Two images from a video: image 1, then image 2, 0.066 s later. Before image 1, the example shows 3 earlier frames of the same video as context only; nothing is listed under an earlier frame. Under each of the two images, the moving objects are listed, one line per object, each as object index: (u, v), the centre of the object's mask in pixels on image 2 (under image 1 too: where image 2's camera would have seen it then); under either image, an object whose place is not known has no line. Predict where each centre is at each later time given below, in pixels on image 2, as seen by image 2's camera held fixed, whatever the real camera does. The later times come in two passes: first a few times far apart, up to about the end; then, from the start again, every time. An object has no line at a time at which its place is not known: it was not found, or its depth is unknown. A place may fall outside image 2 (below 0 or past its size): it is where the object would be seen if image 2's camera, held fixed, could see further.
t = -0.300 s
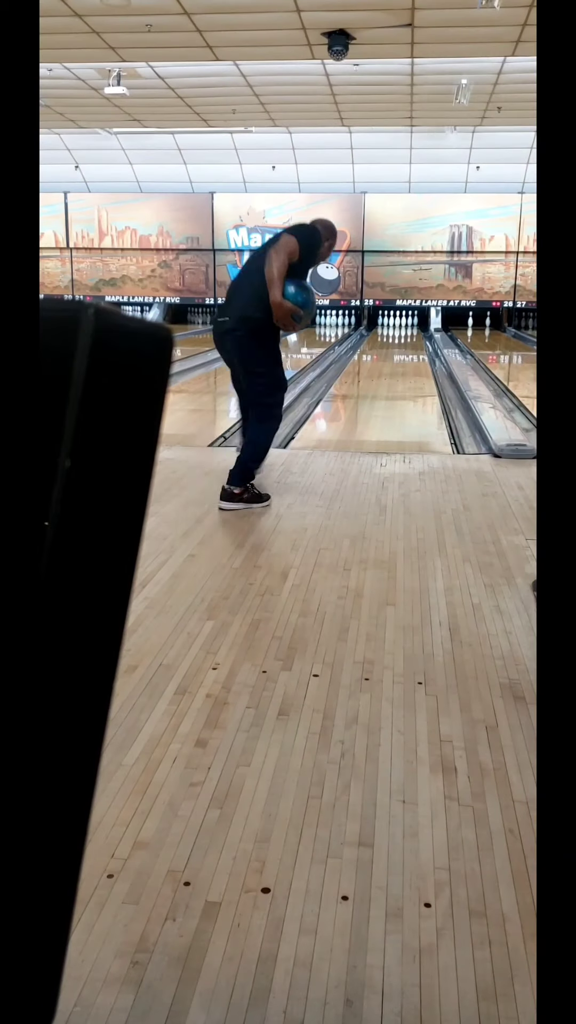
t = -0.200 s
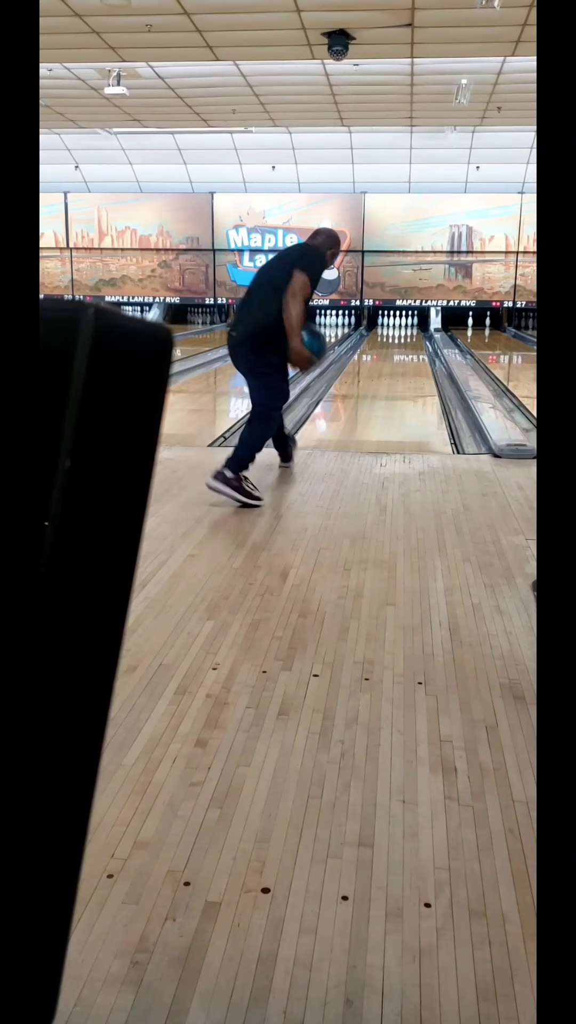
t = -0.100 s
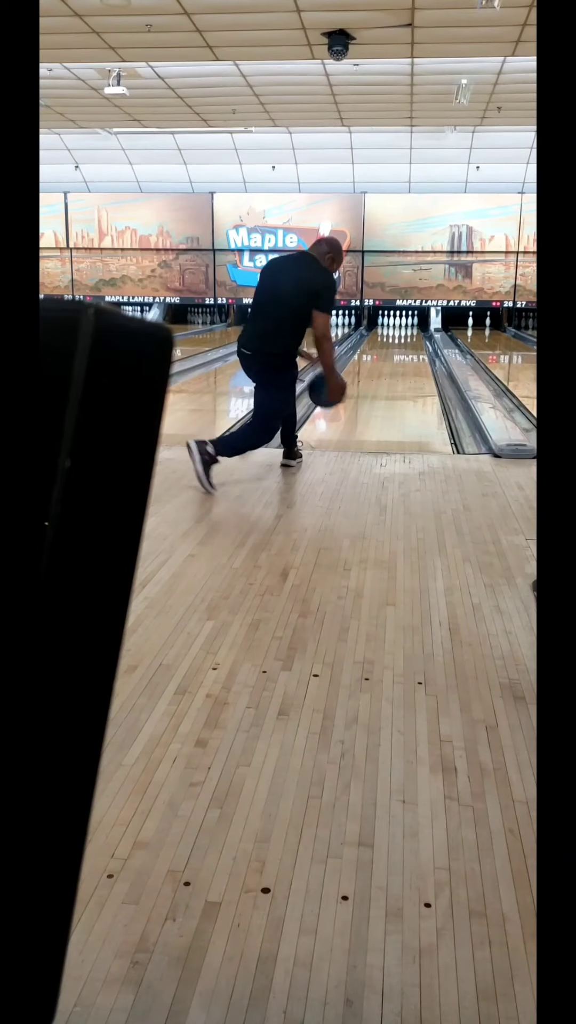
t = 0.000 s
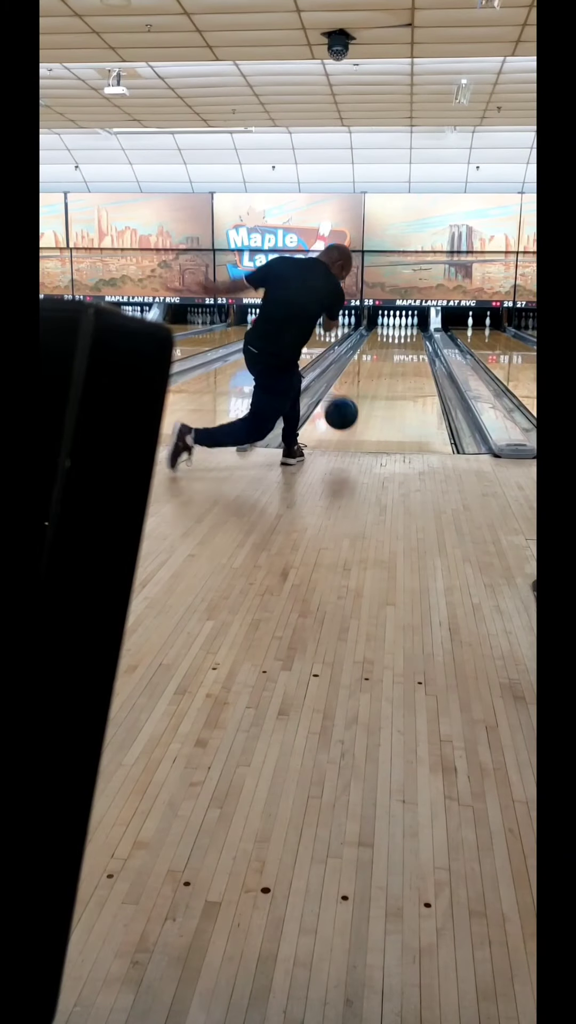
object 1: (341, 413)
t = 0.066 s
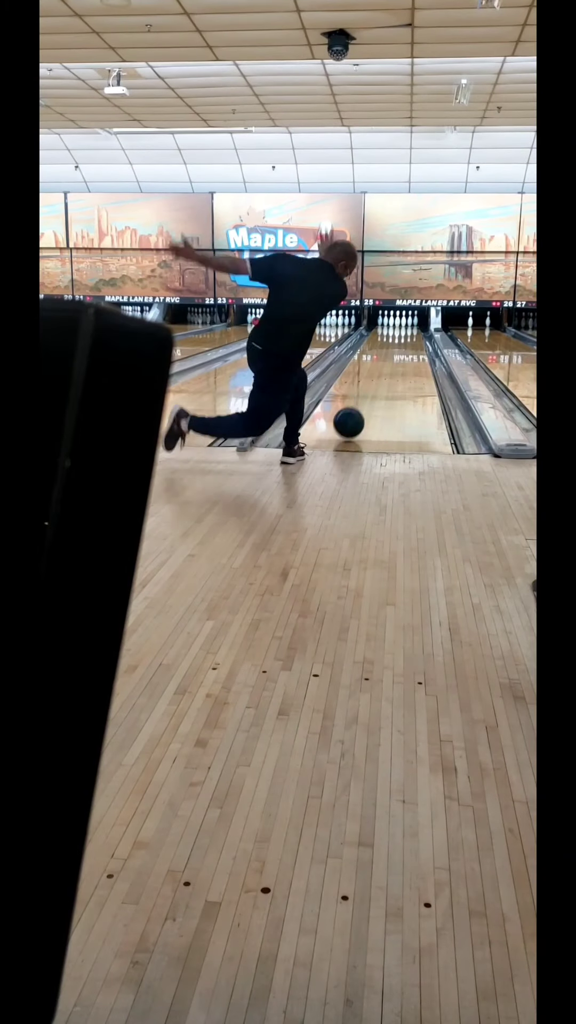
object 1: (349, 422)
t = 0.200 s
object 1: (360, 407)
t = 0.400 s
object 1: (372, 389)
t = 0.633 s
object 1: (383, 373)
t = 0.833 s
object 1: (389, 364)
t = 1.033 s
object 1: (394, 355)
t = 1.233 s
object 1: (398, 349)
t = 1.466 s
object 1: (401, 343)
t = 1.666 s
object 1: (404, 338)
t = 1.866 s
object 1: (405, 335)
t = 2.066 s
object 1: (405, 331)
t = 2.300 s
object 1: (405, 328)
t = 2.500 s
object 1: (403, 326)
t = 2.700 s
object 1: (401, 324)
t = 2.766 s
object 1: (400, 323)
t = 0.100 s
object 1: (352, 416)
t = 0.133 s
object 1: (355, 411)
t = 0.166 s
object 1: (357, 408)
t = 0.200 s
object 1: (360, 407)
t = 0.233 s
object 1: (362, 404)
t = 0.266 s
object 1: (365, 401)
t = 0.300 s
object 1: (367, 397)
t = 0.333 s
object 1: (369, 394)
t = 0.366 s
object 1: (371, 391)
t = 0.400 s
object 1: (372, 389)
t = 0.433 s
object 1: (374, 386)
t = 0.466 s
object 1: (376, 383)
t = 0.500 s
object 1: (377, 381)
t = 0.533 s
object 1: (379, 378)
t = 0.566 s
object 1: (380, 376)
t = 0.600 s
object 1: (381, 375)
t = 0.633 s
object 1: (383, 373)
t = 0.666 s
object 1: (384, 371)
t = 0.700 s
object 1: (385, 369)
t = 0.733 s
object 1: (386, 368)
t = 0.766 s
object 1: (387, 366)
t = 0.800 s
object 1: (388, 365)
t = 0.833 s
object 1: (389, 364)
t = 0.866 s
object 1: (390, 362)
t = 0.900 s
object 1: (391, 360)
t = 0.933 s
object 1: (392, 359)
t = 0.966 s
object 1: (393, 358)
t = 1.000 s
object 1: (393, 356)
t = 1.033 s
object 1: (394, 355)
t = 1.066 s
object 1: (395, 353)
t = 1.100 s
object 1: (395, 353)
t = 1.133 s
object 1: (396, 352)
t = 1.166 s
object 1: (397, 350)
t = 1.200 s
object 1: (397, 350)
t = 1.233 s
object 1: (398, 349)
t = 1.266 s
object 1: (398, 348)
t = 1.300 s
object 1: (399, 346)
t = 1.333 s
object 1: (399, 346)
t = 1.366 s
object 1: (400, 345)
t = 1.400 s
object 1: (400, 344)
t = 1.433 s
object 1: (401, 343)
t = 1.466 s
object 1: (401, 343)
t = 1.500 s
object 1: (402, 342)
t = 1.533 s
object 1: (402, 341)
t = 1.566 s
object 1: (402, 340)
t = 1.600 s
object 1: (403, 339)
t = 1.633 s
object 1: (403, 339)
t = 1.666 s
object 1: (404, 338)
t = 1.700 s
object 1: (404, 337)
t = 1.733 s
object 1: (404, 337)
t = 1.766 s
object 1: (404, 336)
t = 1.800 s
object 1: (404, 336)
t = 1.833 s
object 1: (405, 335)
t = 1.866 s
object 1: (405, 335)
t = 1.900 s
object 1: (405, 334)
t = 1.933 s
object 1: (405, 334)
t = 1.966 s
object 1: (405, 334)
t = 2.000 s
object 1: (405, 333)
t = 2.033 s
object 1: (405, 332)
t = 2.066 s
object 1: (405, 331)
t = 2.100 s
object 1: (405, 331)
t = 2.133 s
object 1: (405, 330)
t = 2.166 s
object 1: (405, 330)
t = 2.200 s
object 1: (405, 329)
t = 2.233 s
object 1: (405, 329)
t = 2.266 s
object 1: (405, 329)
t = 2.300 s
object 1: (405, 328)
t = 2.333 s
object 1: (404, 328)
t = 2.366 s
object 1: (404, 327)
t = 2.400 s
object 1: (404, 327)
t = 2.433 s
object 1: (403, 326)
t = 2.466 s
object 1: (403, 326)
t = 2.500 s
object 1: (403, 326)
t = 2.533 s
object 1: (403, 325)
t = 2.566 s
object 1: (402, 325)
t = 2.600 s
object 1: (402, 325)
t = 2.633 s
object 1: (402, 325)
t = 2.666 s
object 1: (401, 324)
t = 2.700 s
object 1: (401, 324)
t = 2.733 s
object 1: (400, 324)
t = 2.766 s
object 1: (400, 323)
